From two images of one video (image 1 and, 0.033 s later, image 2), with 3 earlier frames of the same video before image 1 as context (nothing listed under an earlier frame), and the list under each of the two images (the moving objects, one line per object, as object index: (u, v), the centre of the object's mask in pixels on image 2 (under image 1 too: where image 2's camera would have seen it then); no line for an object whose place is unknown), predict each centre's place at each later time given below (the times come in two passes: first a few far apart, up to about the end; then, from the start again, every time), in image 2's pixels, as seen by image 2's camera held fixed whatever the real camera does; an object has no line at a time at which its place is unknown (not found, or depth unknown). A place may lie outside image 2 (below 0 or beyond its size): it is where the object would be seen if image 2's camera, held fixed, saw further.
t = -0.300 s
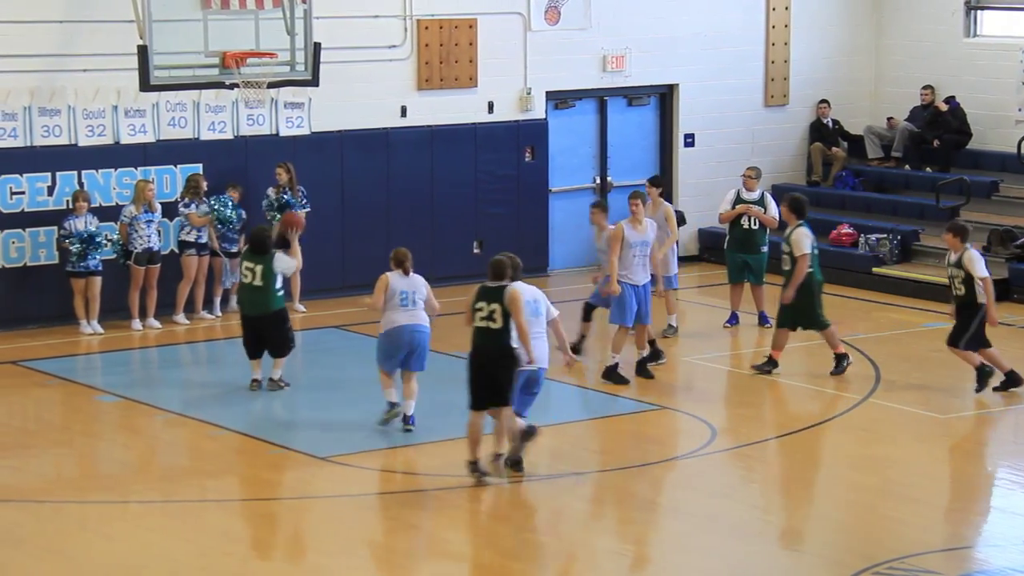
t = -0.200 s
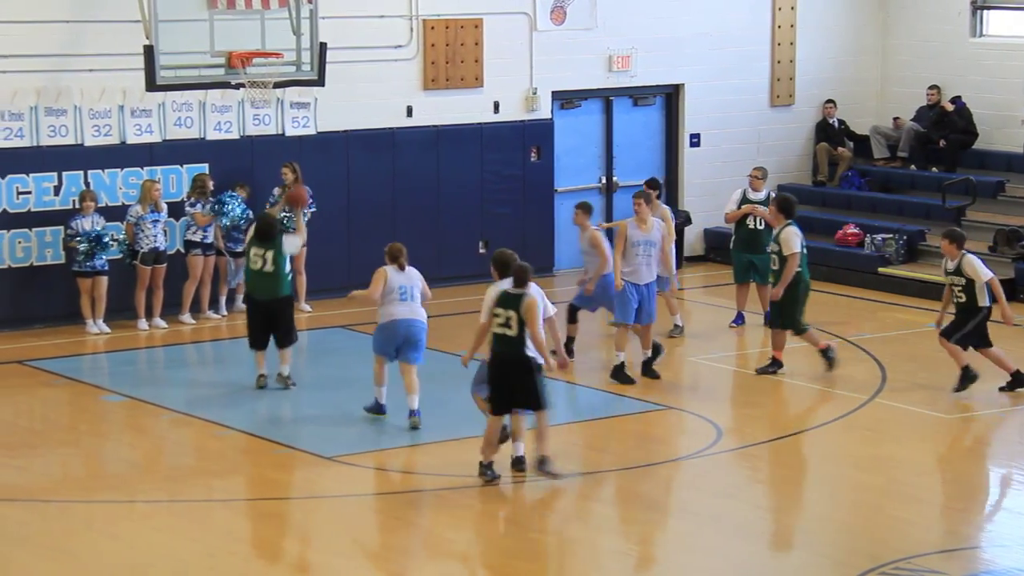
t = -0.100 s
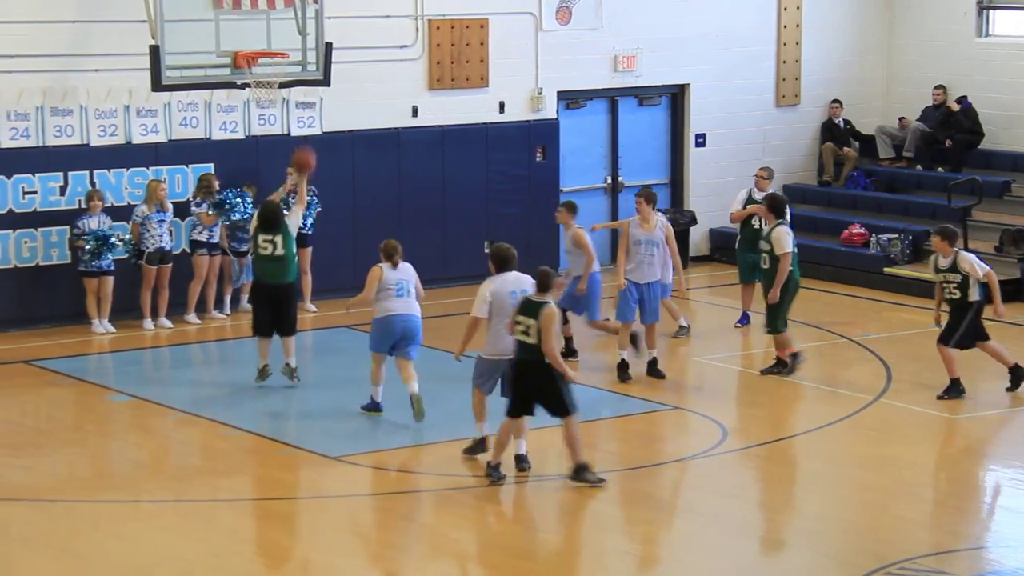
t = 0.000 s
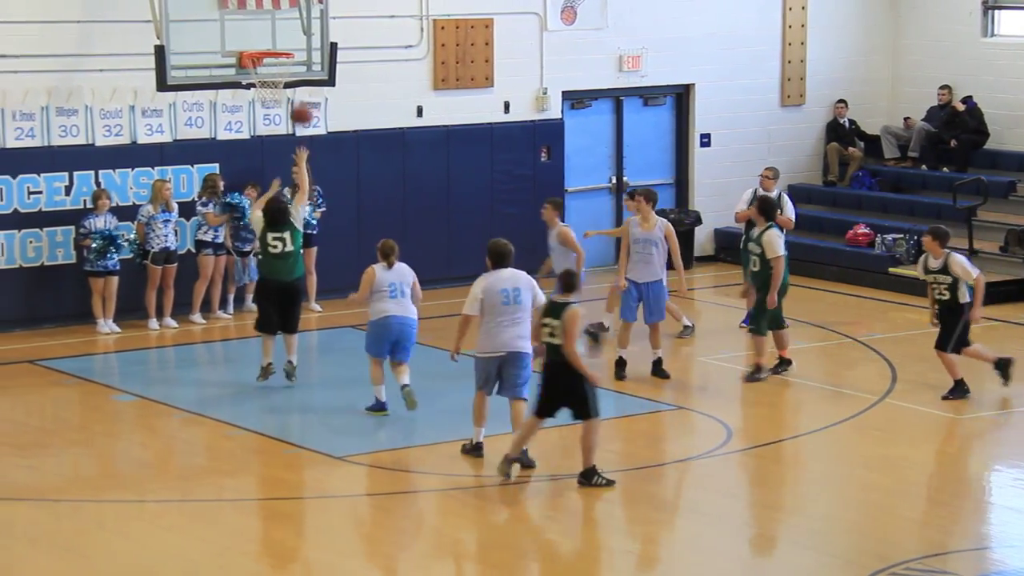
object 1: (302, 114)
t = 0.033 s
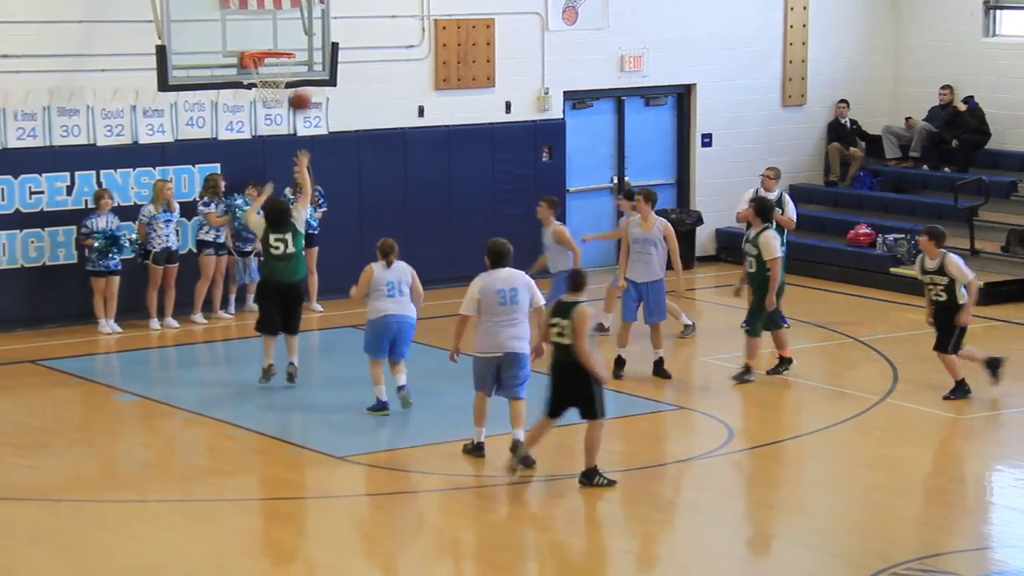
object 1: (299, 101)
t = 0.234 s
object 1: (283, 43)
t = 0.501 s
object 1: (264, 30)
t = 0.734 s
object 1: (283, 45)
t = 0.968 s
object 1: (274, 45)
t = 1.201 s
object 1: (263, 48)
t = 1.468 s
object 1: (259, 102)
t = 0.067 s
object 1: (296, 88)
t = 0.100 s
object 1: (293, 78)
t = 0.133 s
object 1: (291, 67)
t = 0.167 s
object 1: (288, 57)
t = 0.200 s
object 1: (286, 49)
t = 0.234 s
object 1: (283, 43)
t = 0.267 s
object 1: (281, 37)
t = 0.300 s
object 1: (278, 33)
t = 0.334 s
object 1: (276, 30)
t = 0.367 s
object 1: (273, 27)
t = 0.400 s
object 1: (271, 26)
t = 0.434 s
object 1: (268, 27)
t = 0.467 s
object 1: (266, 28)
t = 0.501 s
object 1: (264, 30)
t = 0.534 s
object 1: (261, 34)
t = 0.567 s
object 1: (259, 38)
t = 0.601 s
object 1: (257, 44)
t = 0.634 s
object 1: (262, 44)
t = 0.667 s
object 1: (269, 44)
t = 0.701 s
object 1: (276, 45)
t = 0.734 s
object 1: (283, 45)
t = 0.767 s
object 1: (285, 45)
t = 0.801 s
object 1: (283, 43)
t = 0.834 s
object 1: (281, 42)
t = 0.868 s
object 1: (279, 41)
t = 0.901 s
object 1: (278, 42)
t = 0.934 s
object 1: (276, 43)
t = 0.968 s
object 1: (274, 45)
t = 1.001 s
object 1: (273, 44)
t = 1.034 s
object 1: (271, 44)
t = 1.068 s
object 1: (269, 45)
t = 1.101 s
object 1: (268, 46)
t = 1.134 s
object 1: (266, 47)
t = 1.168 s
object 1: (264, 47)
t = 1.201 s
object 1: (263, 48)
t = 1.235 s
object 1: (262, 56)
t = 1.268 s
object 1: (261, 65)
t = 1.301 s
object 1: (259, 68)
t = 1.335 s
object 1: (257, 71)
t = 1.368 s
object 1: (258, 79)
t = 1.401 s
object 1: (258, 87)
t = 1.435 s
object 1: (258, 92)
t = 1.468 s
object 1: (259, 102)
